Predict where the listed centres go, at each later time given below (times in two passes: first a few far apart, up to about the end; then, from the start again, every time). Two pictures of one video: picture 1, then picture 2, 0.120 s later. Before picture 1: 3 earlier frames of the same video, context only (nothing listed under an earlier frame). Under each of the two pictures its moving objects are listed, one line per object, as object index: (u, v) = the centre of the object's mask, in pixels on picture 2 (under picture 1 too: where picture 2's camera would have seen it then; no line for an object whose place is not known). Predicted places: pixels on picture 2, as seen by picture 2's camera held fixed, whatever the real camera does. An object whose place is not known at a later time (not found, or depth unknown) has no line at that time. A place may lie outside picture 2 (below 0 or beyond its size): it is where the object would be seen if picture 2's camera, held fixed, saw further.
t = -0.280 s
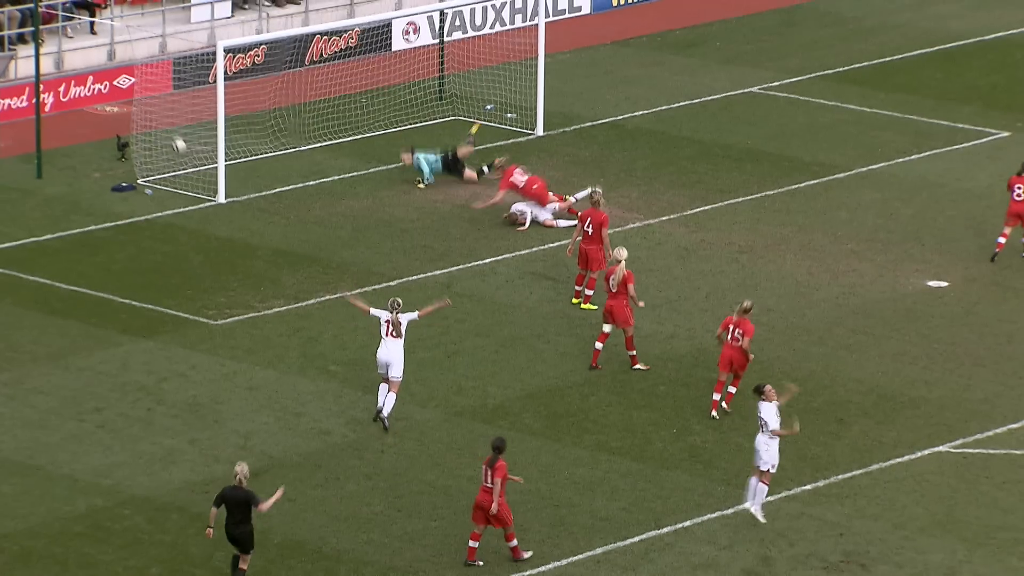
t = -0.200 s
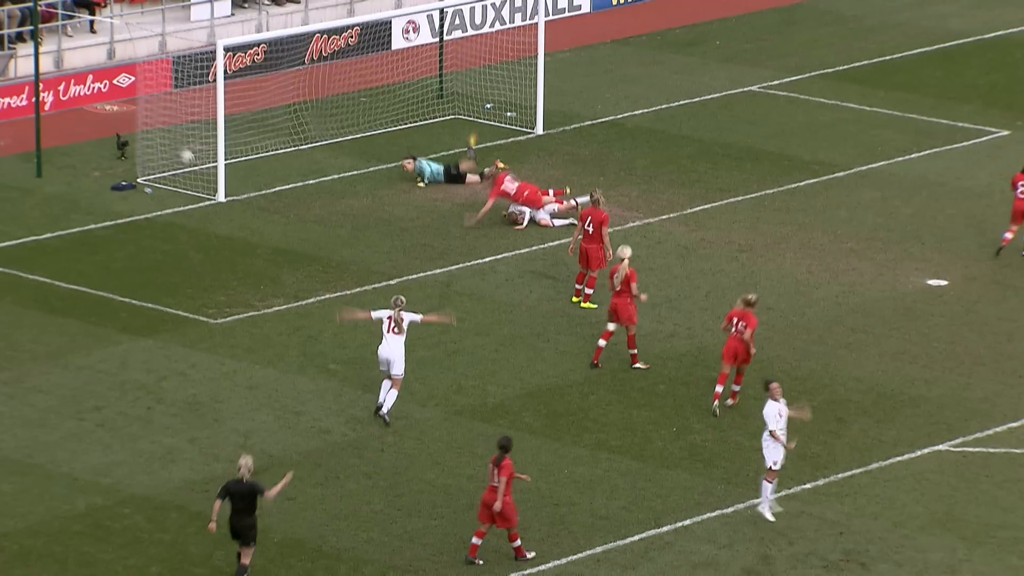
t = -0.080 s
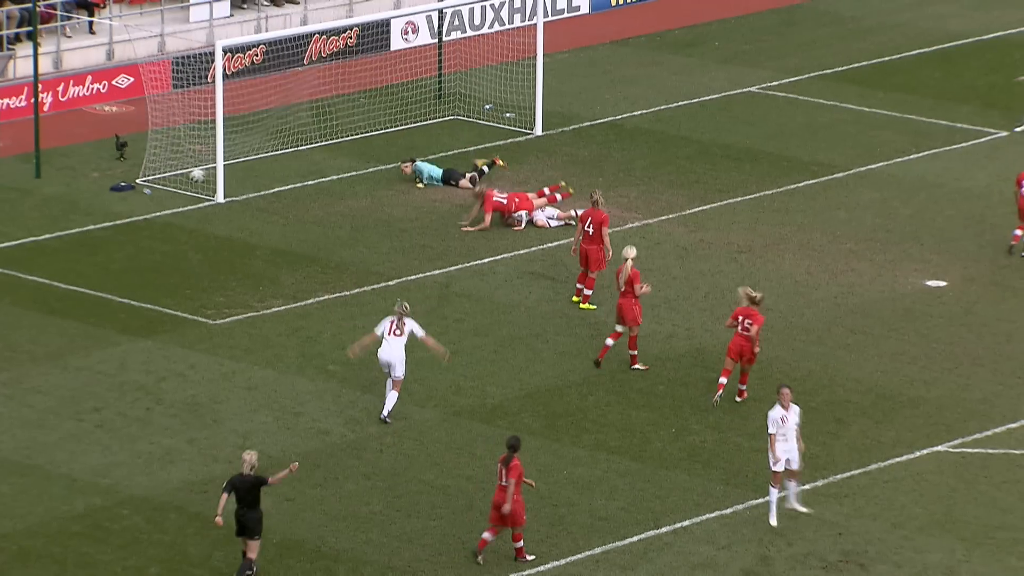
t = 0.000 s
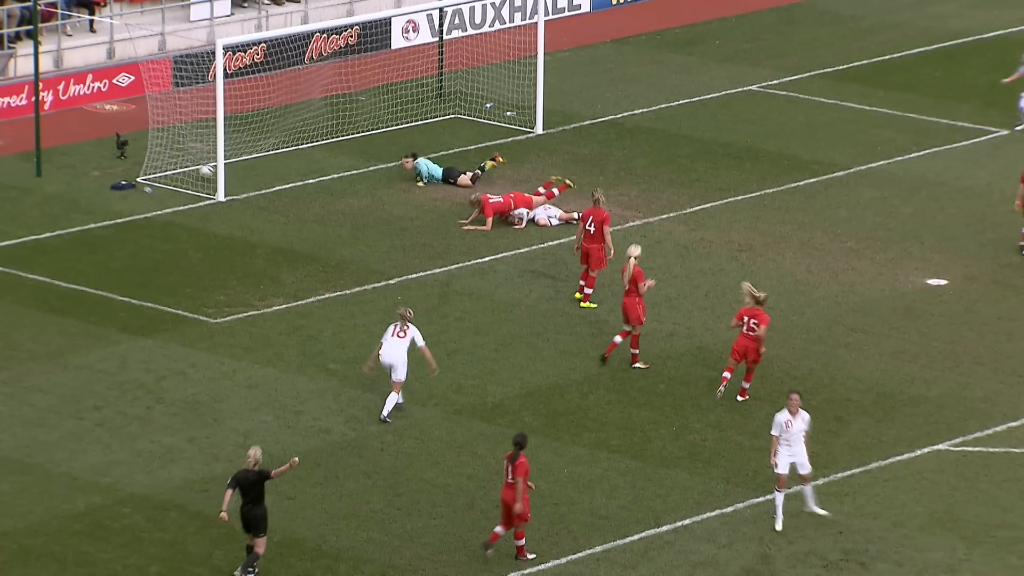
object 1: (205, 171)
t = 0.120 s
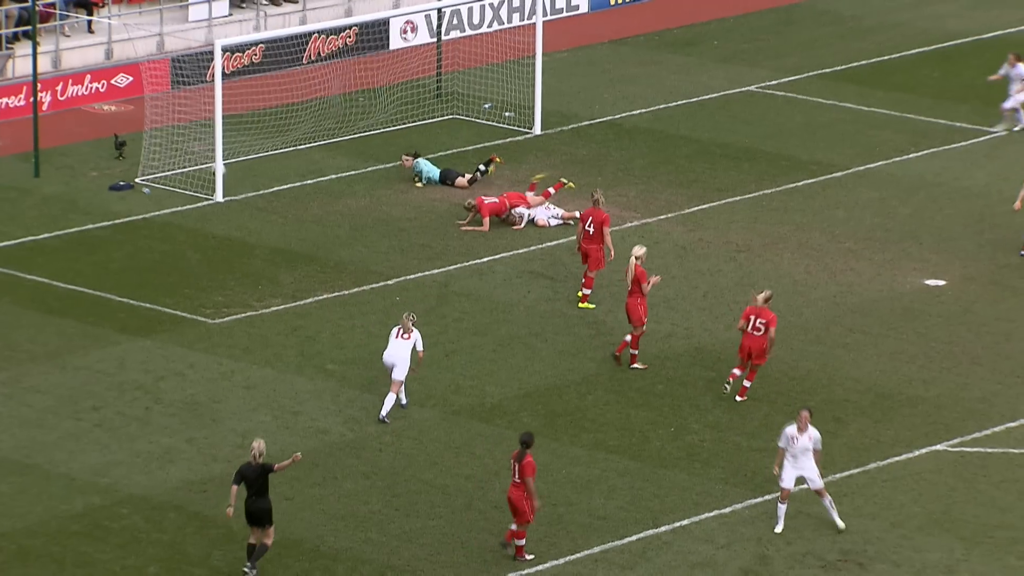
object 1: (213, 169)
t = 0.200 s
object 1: (228, 171)
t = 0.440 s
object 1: (252, 188)
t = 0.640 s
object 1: (274, 193)
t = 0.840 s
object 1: (295, 203)
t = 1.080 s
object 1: (319, 211)
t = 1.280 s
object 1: (339, 218)
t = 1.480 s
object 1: (358, 225)
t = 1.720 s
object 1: (378, 231)
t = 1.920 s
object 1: (393, 236)
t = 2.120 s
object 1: (409, 242)
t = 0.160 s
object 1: (226, 169)
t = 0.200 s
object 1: (228, 171)
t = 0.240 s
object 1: (232, 172)
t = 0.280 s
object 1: (235, 174)
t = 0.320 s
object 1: (240, 176)
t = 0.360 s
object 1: (244, 179)
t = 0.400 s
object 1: (249, 184)
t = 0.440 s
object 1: (252, 188)
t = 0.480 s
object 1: (257, 192)
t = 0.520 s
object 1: (261, 195)
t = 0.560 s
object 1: (266, 194)
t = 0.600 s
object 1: (270, 193)
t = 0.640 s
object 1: (274, 193)
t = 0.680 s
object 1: (279, 194)
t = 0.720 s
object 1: (283, 195)
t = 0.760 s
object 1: (287, 197)
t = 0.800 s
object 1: (291, 199)
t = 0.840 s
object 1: (295, 203)
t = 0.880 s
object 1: (299, 206)
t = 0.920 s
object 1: (303, 208)
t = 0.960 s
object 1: (307, 208)
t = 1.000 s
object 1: (312, 208)
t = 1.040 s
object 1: (316, 209)
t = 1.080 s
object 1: (319, 211)
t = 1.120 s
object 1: (323, 213)
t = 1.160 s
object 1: (328, 215)
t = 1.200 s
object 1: (332, 216)
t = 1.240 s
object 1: (336, 217)
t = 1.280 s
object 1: (339, 218)
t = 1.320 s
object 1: (343, 220)
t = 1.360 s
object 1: (347, 221)
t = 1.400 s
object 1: (351, 222)
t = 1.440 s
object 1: (354, 224)
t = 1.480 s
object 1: (358, 225)
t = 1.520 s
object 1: (361, 226)
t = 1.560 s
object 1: (365, 227)
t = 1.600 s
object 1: (368, 228)
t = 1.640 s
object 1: (372, 229)
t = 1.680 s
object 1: (374, 230)
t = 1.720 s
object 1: (378, 231)
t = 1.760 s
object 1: (381, 232)
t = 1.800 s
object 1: (384, 233)
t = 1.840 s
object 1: (387, 235)
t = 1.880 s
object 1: (390, 236)
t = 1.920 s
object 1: (393, 236)
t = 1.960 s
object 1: (397, 237)
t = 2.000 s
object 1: (399, 238)
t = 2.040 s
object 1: (403, 240)
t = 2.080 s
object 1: (406, 241)
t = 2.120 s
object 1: (409, 242)
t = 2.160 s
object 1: (412, 243)
